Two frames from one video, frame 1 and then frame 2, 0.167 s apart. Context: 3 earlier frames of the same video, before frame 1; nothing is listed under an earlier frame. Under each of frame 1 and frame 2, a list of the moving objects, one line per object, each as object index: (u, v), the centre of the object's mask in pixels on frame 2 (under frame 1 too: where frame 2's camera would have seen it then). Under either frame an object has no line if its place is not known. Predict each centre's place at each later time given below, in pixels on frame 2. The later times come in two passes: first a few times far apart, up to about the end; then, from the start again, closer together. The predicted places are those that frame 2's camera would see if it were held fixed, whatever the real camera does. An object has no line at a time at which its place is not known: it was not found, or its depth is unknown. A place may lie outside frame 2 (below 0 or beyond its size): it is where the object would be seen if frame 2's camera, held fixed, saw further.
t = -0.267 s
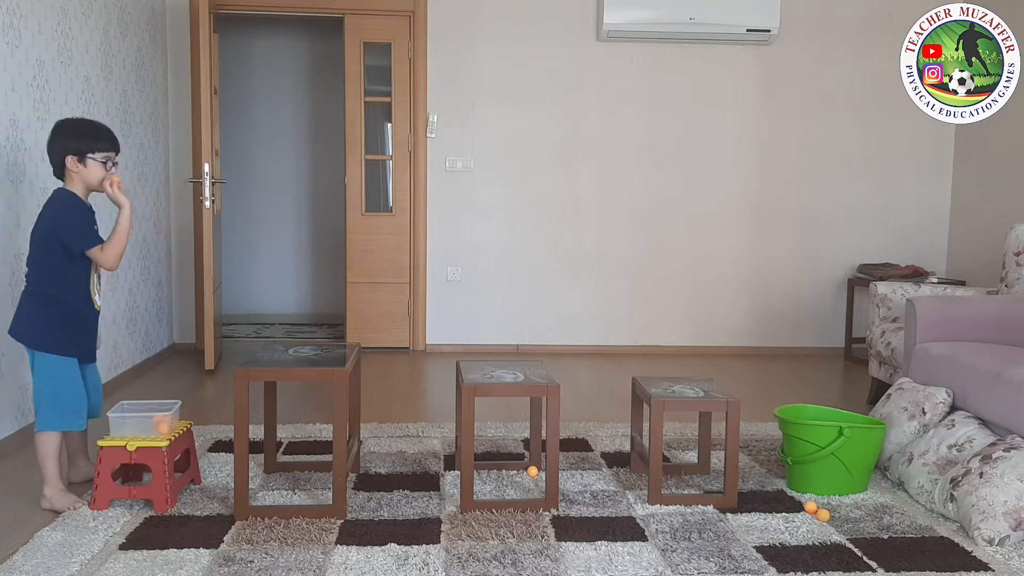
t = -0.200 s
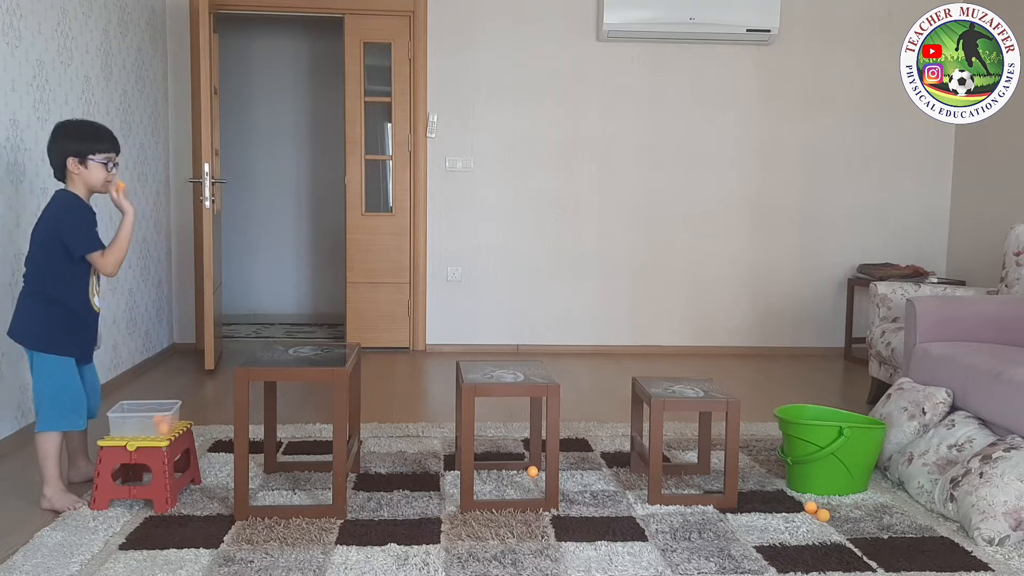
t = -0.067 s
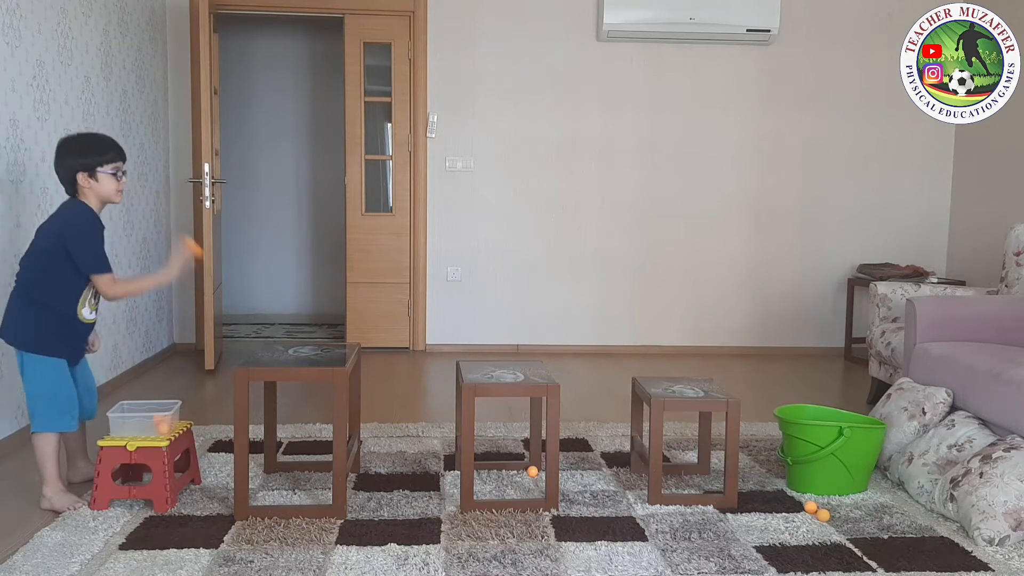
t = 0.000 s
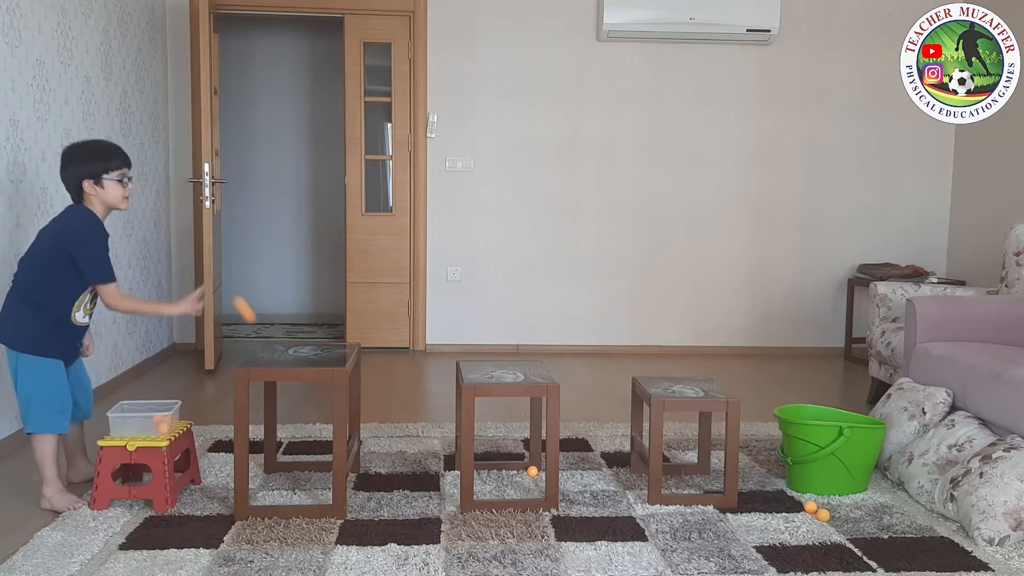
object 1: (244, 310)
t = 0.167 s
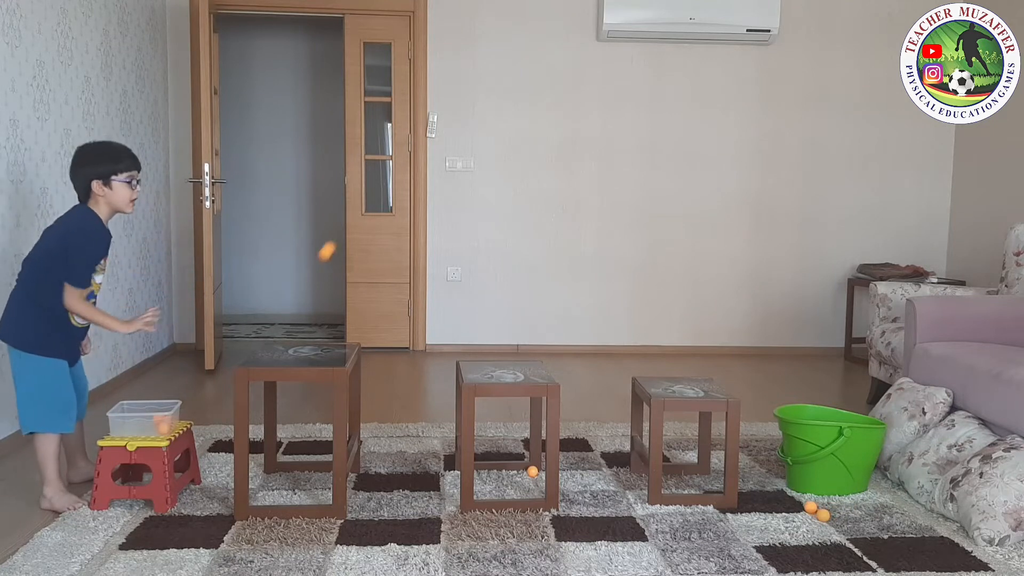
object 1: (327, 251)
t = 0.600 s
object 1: (499, 299)
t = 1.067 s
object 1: (659, 269)
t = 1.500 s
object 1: (787, 289)
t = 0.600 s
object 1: (499, 299)
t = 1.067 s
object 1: (659, 269)
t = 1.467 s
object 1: (778, 291)
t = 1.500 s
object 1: (787, 289)
